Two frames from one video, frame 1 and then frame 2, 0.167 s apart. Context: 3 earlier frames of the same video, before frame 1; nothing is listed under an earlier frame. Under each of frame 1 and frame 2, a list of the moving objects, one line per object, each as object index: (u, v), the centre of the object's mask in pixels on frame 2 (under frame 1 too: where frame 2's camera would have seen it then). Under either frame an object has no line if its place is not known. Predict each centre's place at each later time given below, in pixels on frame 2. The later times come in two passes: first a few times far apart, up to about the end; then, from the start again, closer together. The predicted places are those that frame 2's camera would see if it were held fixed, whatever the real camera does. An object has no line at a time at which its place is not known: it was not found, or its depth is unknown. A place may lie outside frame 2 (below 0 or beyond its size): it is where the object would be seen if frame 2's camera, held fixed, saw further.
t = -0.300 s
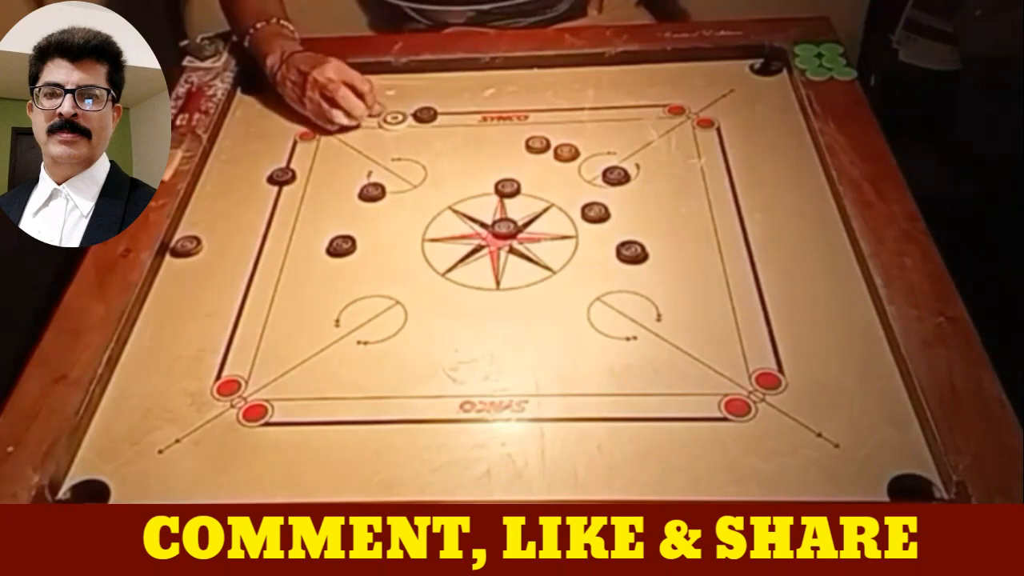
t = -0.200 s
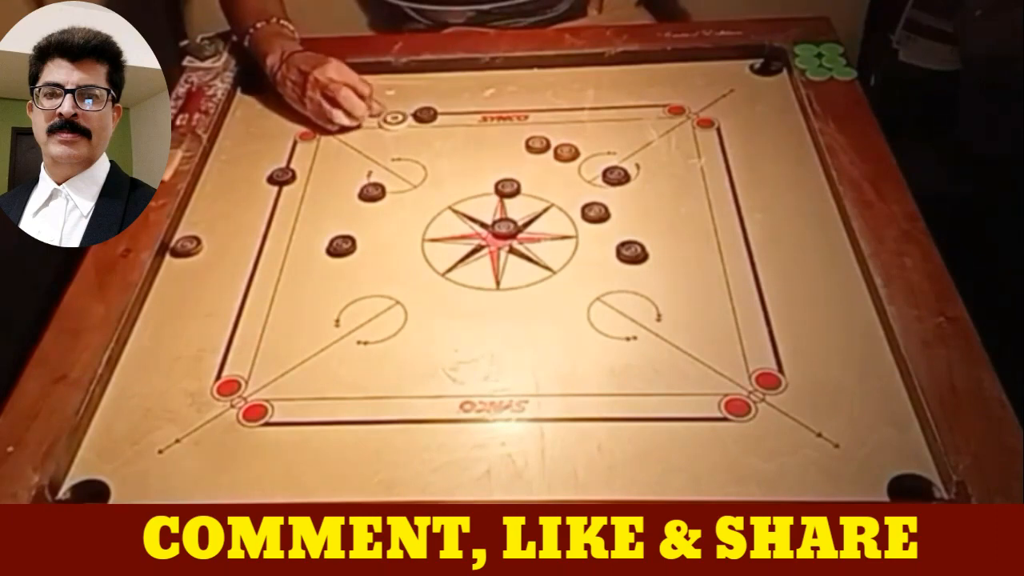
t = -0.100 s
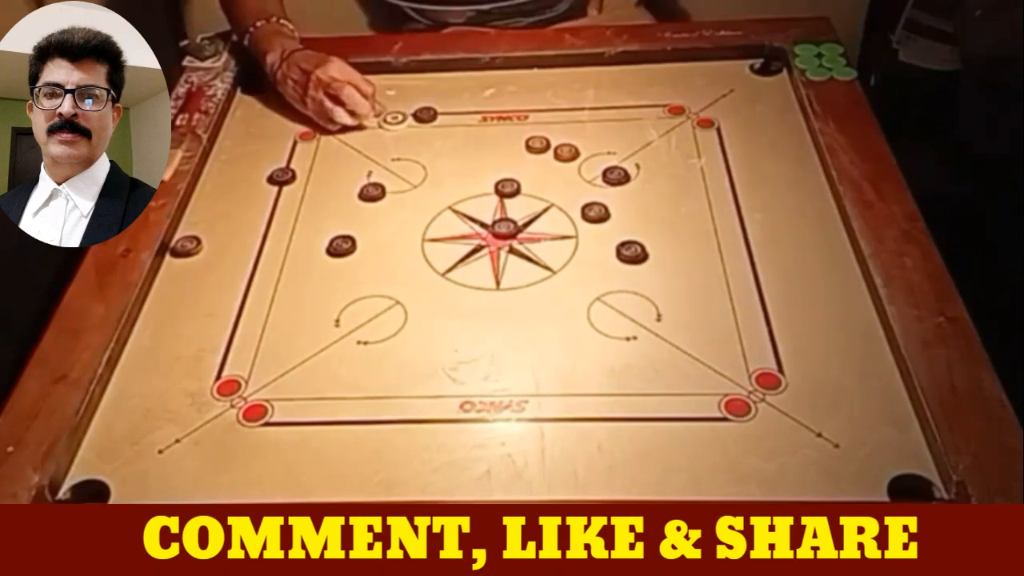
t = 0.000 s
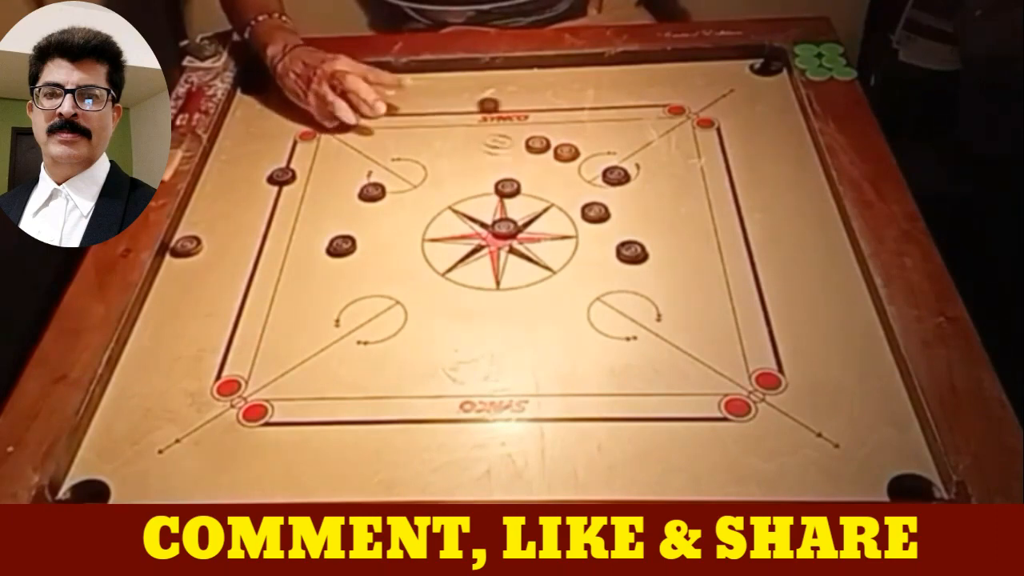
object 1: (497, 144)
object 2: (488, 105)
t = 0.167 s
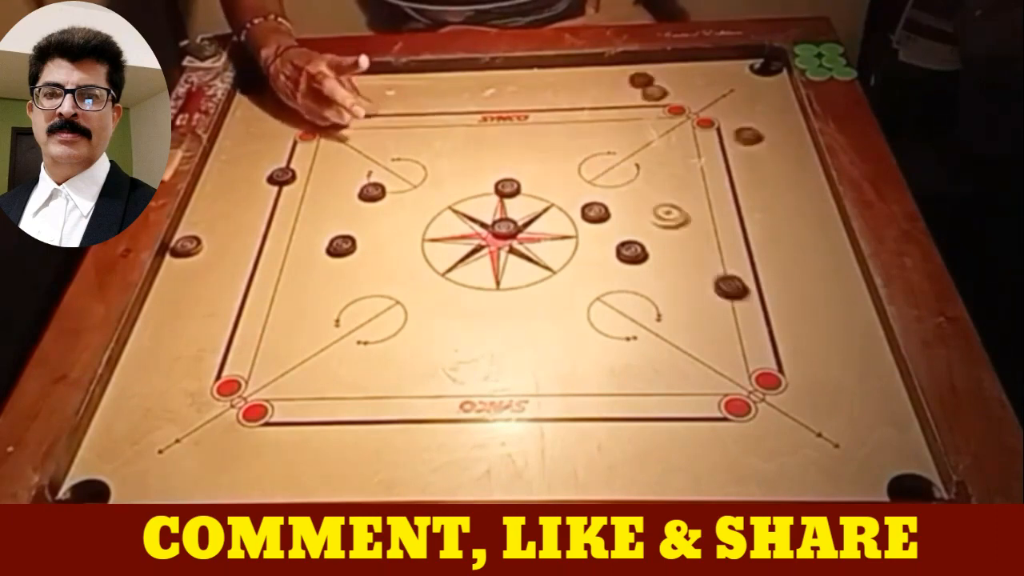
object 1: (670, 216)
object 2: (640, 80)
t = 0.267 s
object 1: (775, 262)
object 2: (697, 72)
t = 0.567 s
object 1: (707, 385)
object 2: (767, 104)
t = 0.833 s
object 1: (585, 464)
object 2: (756, 110)
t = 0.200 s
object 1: (704, 231)
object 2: (660, 71)
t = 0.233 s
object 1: (739, 246)
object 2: (680, 68)
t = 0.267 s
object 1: (775, 262)
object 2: (697, 72)
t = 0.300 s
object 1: (812, 278)
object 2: (714, 77)
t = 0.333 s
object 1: (848, 294)
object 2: (730, 81)
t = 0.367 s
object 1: (832, 308)
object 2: (745, 85)
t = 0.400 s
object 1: (810, 322)
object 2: (759, 89)
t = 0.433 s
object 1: (788, 335)
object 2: (772, 92)
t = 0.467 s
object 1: (766, 348)
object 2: (782, 95)
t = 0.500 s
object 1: (746, 360)
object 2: (777, 99)
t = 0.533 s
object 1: (726, 373)
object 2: (772, 102)
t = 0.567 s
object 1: (707, 385)
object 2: (767, 104)
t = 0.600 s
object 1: (689, 397)
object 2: (764, 106)
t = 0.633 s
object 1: (671, 408)
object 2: (760, 107)
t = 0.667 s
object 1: (654, 419)
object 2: (758, 109)
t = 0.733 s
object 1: (624, 439)
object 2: (756, 110)
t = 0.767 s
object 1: (610, 448)
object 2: (756, 110)
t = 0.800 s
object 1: (597, 456)
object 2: (756, 110)
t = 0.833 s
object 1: (585, 464)
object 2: (756, 110)
